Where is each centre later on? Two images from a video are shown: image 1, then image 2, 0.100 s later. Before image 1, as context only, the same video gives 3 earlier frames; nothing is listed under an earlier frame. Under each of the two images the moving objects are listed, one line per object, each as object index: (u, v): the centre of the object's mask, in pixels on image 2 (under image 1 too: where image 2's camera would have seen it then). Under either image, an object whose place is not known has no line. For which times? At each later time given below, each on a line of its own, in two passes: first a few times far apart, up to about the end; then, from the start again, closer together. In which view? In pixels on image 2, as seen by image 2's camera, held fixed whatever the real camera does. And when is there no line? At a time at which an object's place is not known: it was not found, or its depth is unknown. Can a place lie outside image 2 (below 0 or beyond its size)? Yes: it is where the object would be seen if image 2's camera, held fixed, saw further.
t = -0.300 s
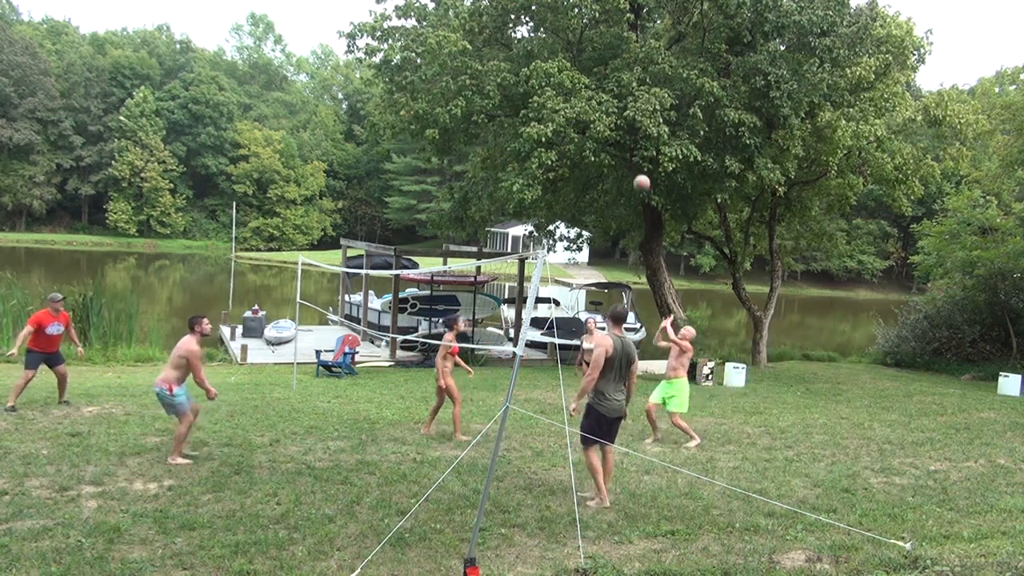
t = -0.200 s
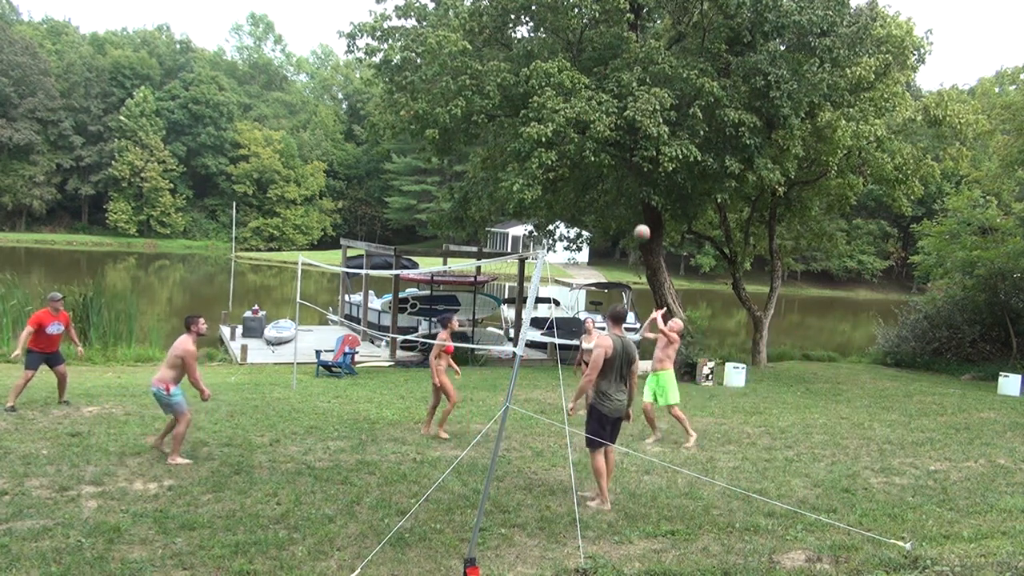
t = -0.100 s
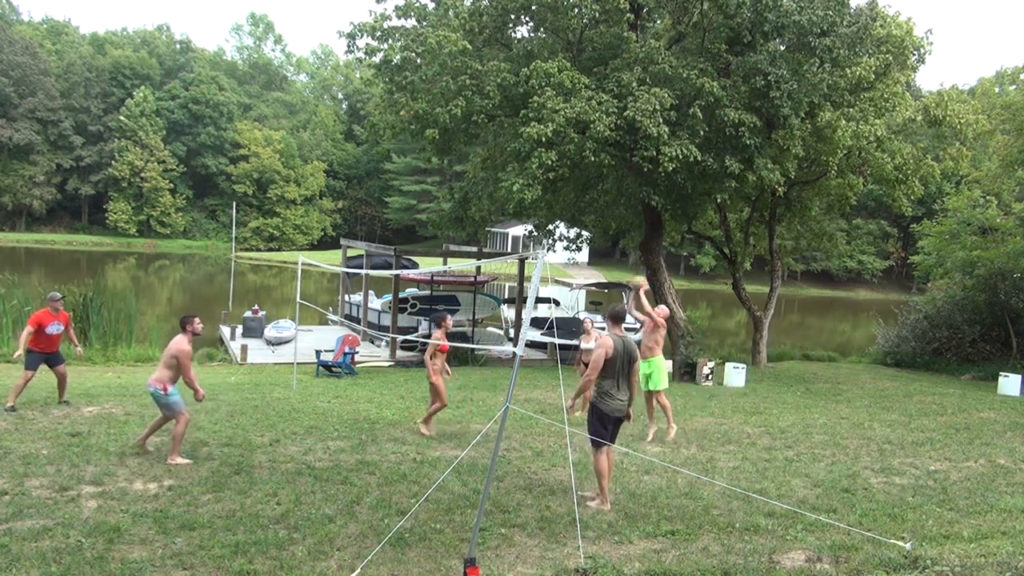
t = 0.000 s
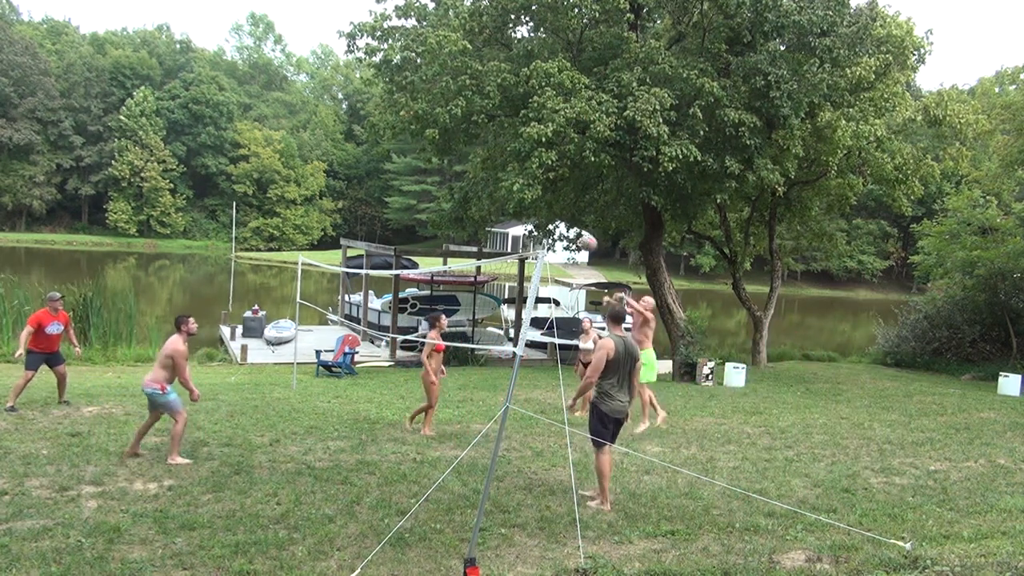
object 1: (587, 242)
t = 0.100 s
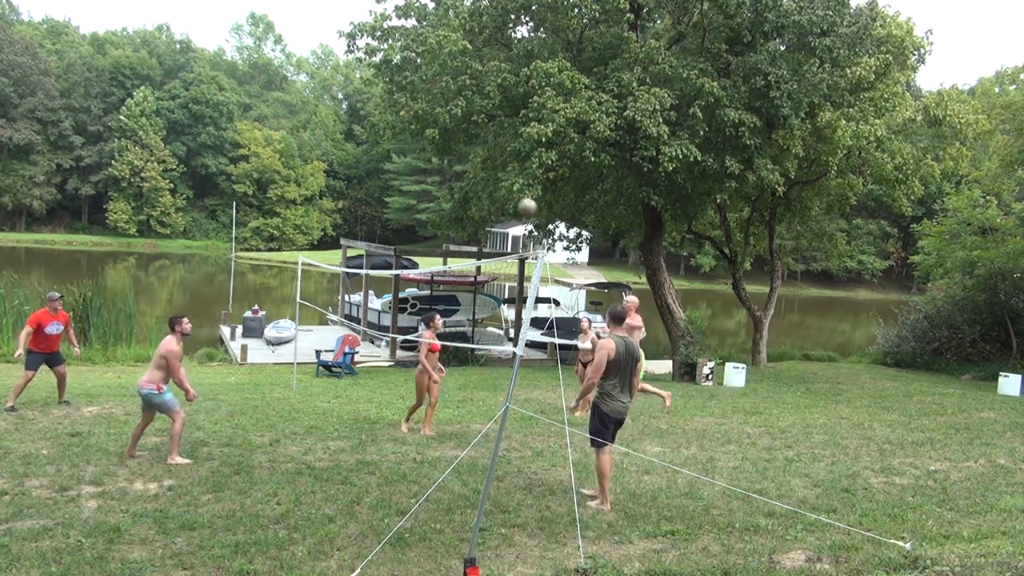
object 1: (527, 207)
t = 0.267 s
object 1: (412, 159)
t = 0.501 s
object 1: (220, 132)
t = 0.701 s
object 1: (25, 155)
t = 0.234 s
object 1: (437, 166)
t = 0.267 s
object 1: (412, 159)
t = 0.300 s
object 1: (388, 152)
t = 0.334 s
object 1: (362, 146)
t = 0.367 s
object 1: (335, 142)
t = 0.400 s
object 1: (307, 138)
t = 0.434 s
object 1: (279, 134)
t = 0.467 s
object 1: (251, 132)
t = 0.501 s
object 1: (220, 132)
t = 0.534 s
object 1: (191, 134)
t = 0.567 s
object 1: (159, 135)
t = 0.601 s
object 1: (127, 139)
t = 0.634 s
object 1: (92, 141)
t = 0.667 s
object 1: (60, 146)
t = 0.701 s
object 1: (25, 155)
